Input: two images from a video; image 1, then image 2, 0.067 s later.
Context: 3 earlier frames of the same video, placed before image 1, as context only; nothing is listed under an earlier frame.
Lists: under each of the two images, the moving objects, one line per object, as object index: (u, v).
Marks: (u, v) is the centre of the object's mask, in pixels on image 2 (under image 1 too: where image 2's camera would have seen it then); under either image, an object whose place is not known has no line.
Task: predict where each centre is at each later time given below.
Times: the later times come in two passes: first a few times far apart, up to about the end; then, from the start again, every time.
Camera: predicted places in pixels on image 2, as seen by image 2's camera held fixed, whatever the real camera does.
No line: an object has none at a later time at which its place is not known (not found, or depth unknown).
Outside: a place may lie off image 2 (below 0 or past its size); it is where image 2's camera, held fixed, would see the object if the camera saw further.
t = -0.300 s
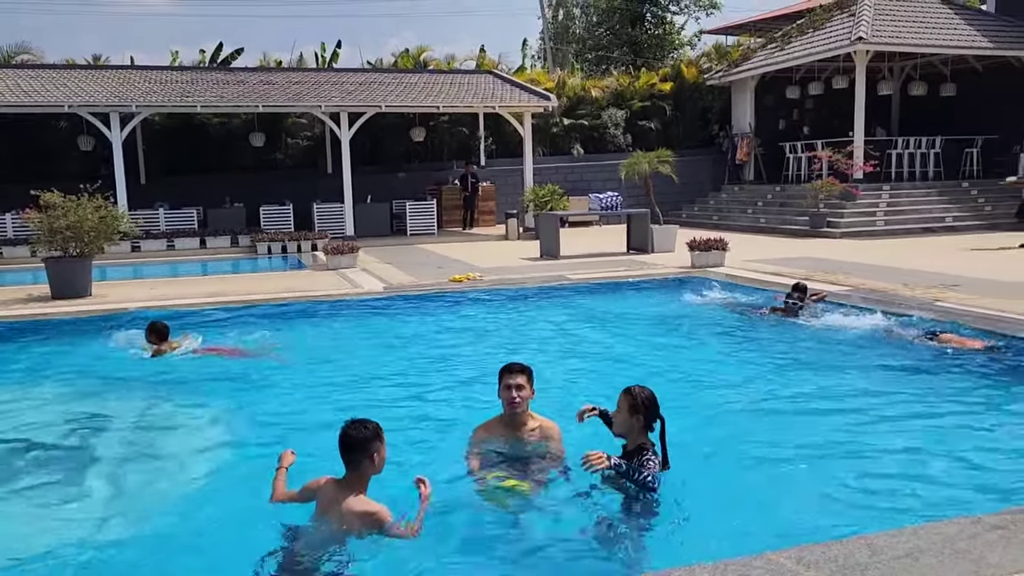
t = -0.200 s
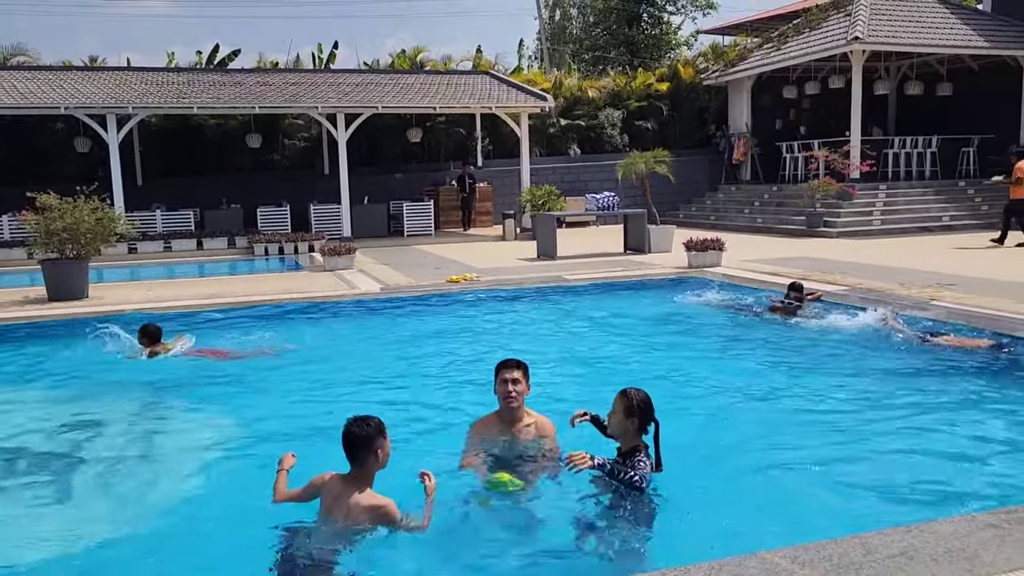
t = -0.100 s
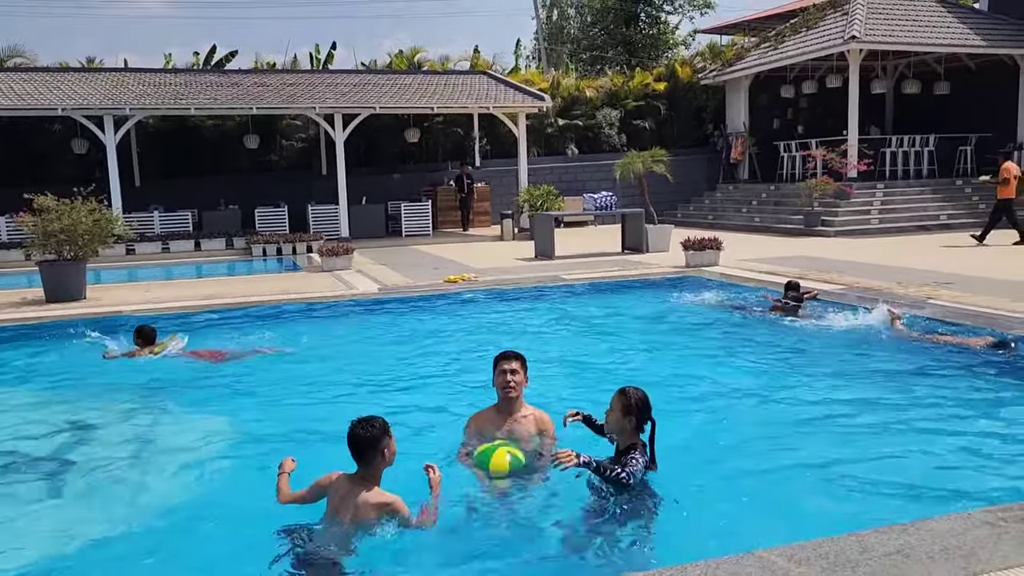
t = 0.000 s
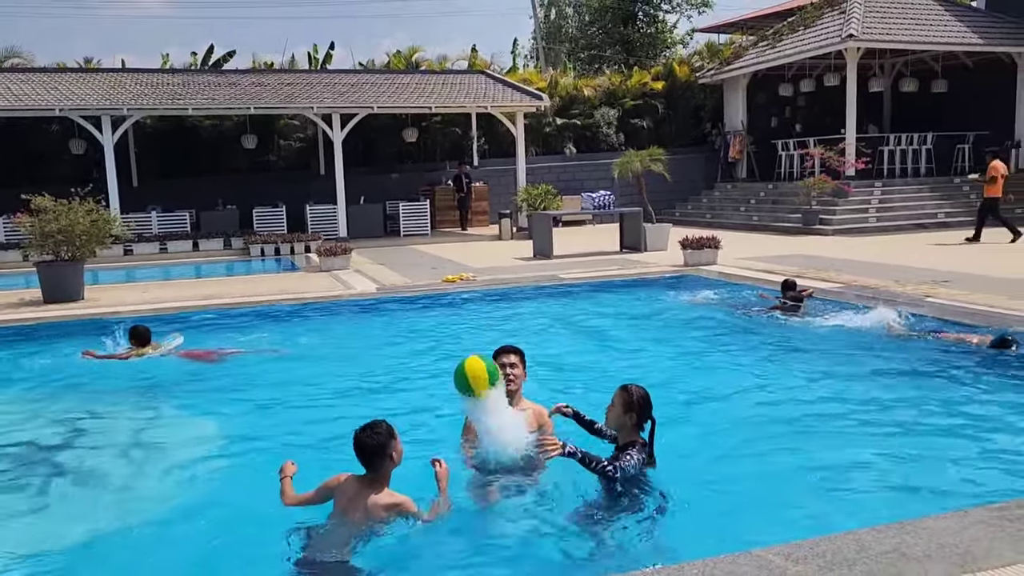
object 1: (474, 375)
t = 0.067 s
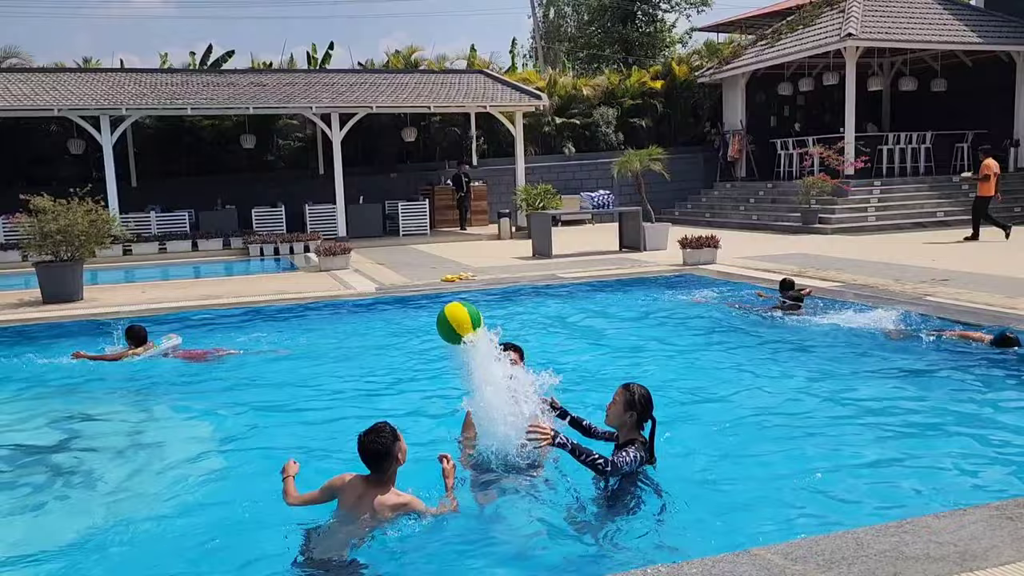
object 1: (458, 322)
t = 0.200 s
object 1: (427, 251)
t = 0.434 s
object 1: (376, 218)
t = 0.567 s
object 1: (357, 241)
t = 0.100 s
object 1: (450, 300)
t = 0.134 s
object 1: (443, 280)
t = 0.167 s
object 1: (435, 265)
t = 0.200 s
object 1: (427, 251)
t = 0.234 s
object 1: (420, 239)
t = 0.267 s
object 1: (412, 229)
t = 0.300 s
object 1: (406, 224)
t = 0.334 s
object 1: (399, 220)
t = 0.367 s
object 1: (392, 216)
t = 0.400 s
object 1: (385, 215)
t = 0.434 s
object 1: (376, 218)
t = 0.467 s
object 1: (371, 222)
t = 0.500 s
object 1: (365, 228)
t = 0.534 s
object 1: (359, 236)
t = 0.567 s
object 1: (357, 241)
